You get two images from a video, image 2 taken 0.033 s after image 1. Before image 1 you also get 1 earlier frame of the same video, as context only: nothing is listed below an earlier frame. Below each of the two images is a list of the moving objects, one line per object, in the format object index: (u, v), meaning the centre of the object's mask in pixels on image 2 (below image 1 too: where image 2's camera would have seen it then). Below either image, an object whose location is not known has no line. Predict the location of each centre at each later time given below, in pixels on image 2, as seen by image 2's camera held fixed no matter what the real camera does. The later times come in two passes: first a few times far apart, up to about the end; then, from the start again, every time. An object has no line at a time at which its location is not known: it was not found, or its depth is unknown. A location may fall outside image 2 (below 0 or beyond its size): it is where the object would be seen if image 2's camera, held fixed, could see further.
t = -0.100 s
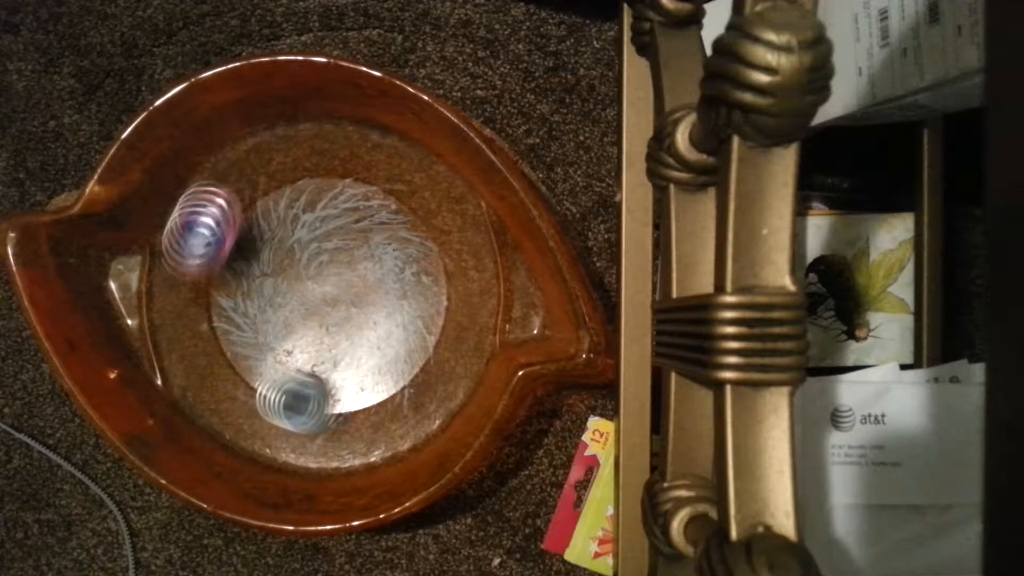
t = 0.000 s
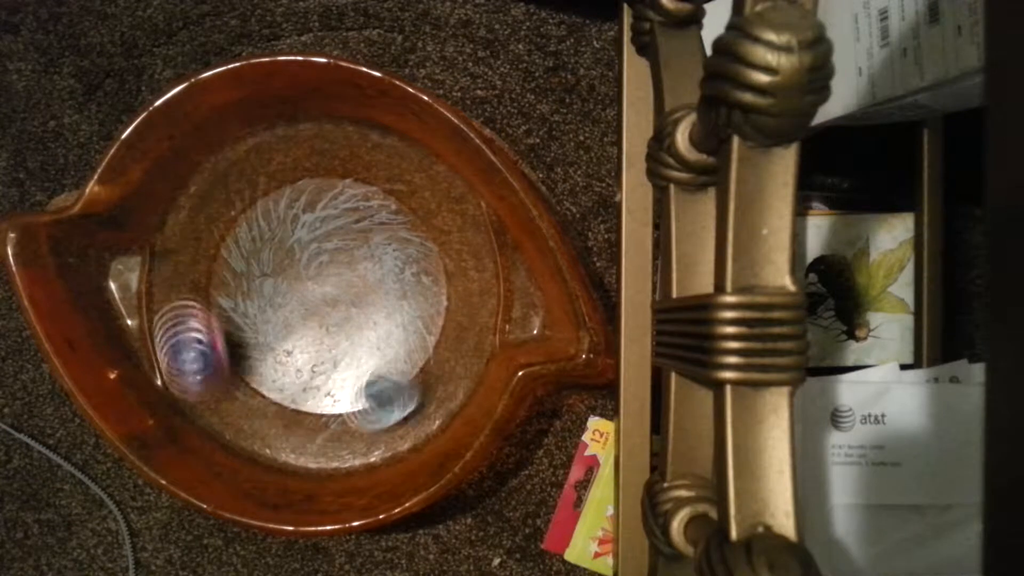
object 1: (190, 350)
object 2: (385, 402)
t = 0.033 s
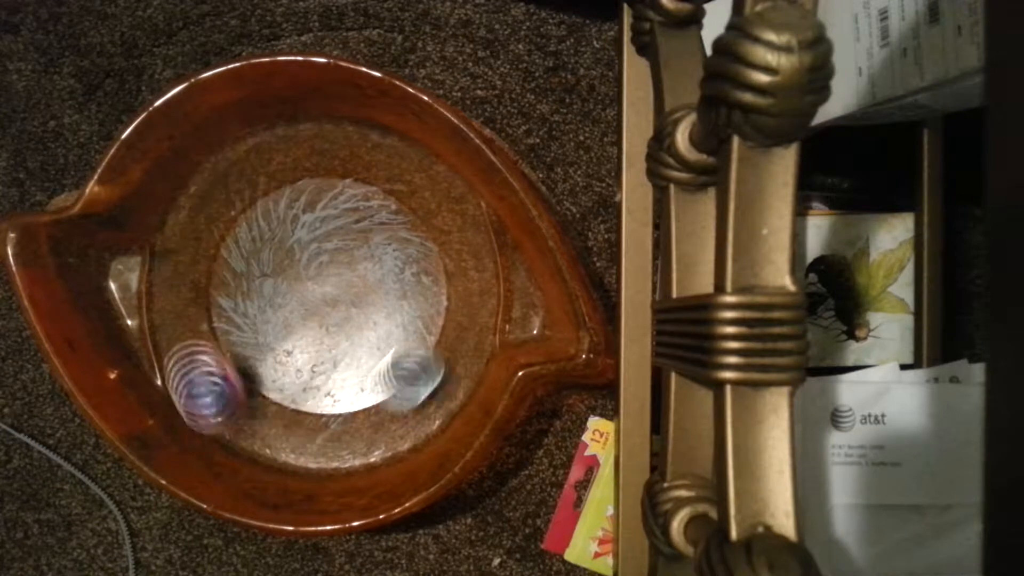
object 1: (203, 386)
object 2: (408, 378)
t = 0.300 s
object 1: (448, 375)
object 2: (300, 182)
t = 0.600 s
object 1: (294, 155)
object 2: (327, 413)
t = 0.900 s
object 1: (218, 397)
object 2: (362, 191)
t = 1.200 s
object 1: (432, 262)
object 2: (211, 325)
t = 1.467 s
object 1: (208, 234)
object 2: (428, 345)
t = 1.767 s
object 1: (392, 396)
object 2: (313, 192)
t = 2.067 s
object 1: (300, 182)
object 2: (236, 373)
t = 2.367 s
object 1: (289, 409)
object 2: (414, 336)
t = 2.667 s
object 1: (407, 218)
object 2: (316, 198)
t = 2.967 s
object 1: (247, 252)
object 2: (173, 354)
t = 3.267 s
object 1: (362, 247)
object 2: (403, 411)
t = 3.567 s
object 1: (241, 185)
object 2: (384, 206)
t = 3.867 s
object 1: (351, 345)
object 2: (217, 249)
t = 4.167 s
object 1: (411, 201)
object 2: (300, 399)
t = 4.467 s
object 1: (252, 285)
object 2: (401, 286)
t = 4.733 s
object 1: (365, 417)
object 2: (303, 189)
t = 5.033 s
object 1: (408, 248)
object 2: (236, 322)
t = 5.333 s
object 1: (213, 276)
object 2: (380, 379)
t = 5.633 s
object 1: (310, 430)
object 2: (394, 233)
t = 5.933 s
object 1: (378, 259)
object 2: (246, 236)
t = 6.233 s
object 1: (212, 240)
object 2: (276, 386)
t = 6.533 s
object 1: (316, 367)
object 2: (401, 332)
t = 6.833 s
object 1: (385, 300)
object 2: (360, 145)
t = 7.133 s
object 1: (309, 288)
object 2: (221, 241)
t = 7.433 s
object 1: (348, 344)
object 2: (242, 380)
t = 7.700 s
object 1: (426, 247)
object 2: (314, 382)
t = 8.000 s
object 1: (292, 222)
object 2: (328, 292)
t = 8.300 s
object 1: (225, 251)
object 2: (320, 312)
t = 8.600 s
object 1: (248, 318)
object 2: (329, 271)
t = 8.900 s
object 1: (319, 294)
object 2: (327, 217)
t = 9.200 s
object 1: (333, 274)
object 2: (289, 211)
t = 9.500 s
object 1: (372, 313)
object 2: (253, 251)
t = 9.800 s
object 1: (410, 284)
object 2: (283, 317)
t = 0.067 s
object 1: (227, 418)
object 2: (427, 348)
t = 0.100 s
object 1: (258, 437)
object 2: (437, 310)
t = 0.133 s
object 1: (293, 448)
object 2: (435, 270)
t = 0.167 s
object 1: (330, 449)
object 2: (421, 235)
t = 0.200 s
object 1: (367, 441)
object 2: (397, 208)
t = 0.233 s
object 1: (401, 425)
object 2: (368, 189)
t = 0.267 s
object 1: (427, 404)
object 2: (334, 181)
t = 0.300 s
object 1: (448, 375)
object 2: (300, 182)
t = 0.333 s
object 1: (469, 313)
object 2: (243, 214)
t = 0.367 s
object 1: (470, 278)
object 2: (223, 239)
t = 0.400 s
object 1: (465, 245)
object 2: (212, 268)
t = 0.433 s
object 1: (452, 212)
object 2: (208, 298)
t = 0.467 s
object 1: (430, 187)
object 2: (213, 330)
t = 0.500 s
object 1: (400, 168)
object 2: (227, 361)
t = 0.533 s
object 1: (366, 156)
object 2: (253, 389)
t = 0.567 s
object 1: (330, 151)
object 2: (287, 407)
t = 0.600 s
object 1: (294, 155)
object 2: (327, 413)
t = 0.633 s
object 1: (257, 167)
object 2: (369, 408)
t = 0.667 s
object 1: (224, 188)
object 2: (402, 383)
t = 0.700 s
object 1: (197, 215)
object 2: (422, 357)
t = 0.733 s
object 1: (177, 247)
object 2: (435, 325)
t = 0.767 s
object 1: (161, 282)
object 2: (439, 291)
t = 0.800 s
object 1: (154, 319)
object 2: (432, 257)
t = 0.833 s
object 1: (159, 354)
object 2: (418, 230)
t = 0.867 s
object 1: (184, 376)
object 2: (391, 207)
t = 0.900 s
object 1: (218, 397)
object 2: (362, 191)
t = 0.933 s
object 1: (251, 413)
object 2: (333, 182)
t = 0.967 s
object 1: (286, 423)
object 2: (307, 180)
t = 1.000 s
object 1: (323, 425)
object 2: (281, 185)
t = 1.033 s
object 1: (359, 419)
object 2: (259, 198)
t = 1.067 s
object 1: (391, 399)
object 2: (239, 218)
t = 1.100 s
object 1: (416, 372)
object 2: (224, 240)
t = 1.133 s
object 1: (430, 340)
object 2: (214, 266)
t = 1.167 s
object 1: (437, 300)
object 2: (207, 295)
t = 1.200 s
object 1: (432, 262)
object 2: (211, 325)
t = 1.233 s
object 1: (417, 228)
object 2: (225, 357)
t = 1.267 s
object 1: (390, 201)
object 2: (250, 385)
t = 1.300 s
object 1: (356, 184)
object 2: (281, 405)
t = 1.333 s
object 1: (321, 176)
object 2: (317, 413)
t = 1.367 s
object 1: (288, 176)
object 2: (354, 407)
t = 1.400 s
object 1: (254, 187)
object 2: (389, 393)
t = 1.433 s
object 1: (228, 206)
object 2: (412, 370)
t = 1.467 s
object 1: (208, 234)
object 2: (428, 345)
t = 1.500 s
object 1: (198, 266)
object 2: (436, 318)
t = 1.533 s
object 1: (195, 298)
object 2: (439, 291)
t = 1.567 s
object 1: (205, 336)
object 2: (435, 266)
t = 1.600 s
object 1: (222, 366)
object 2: (424, 243)
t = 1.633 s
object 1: (249, 392)
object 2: (408, 223)
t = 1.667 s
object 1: (282, 408)
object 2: (388, 207)
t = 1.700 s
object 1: (319, 415)
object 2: (364, 197)
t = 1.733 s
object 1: (361, 411)
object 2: (339, 192)
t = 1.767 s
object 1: (392, 396)
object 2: (313, 192)
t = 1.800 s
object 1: (418, 368)
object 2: (289, 197)
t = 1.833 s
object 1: (432, 343)
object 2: (266, 209)
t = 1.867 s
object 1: (436, 304)
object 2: (247, 225)
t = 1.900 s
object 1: (433, 266)
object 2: (231, 245)
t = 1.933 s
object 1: (419, 233)
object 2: (219, 269)
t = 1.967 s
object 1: (396, 206)
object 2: (214, 296)
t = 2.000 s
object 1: (368, 190)
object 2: (209, 321)
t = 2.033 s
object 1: (333, 179)
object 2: (221, 347)
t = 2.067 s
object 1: (300, 182)
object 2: (236, 373)
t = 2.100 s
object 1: (269, 192)
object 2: (262, 394)
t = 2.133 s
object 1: (240, 210)
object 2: (289, 407)
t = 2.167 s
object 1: (219, 237)
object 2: (318, 413)
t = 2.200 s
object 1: (206, 269)
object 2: (347, 411)
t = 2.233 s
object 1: (203, 300)
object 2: (372, 405)
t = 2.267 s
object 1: (210, 337)
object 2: (391, 394)
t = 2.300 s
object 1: (227, 367)
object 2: (404, 378)
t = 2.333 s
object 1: (255, 392)
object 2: (410, 358)
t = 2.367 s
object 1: (289, 409)
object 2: (414, 336)
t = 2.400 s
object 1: (323, 413)
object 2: (416, 312)
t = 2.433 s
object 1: (363, 409)
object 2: (414, 289)
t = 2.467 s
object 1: (392, 393)
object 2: (409, 267)
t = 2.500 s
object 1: (414, 368)
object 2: (400, 247)
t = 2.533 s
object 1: (429, 342)
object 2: (388, 231)
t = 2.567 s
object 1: (436, 314)
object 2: (373, 217)
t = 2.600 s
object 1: (435, 276)
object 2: (355, 208)
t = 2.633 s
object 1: (427, 247)
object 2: (336, 202)
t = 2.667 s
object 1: (407, 218)
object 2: (316, 198)
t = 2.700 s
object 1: (385, 198)
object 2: (297, 198)
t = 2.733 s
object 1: (358, 186)
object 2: (278, 201)
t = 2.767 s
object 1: (327, 178)
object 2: (261, 209)
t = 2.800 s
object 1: (303, 178)
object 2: (227, 224)
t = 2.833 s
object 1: (291, 184)
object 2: (180, 252)
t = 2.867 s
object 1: (276, 195)
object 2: (143, 282)
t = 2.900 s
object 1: (263, 210)
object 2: (130, 314)
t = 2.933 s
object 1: (251, 232)
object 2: (146, 336)
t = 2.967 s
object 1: (247, 252)
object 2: (173, 354)
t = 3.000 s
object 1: (247, 276)
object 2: (200, 374)
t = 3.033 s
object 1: (253, 300)
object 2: (228, 393)
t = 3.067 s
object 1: (265, 320)
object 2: (257, 407)
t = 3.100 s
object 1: (283, 336)
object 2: (283, 411)
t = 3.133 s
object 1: (306, 333)
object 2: (314, 428)
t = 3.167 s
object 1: (330, 310)
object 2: (337, 446)
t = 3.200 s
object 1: (343, 292)
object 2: (363, 446)
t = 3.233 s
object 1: (354, 272)
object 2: (384, 432)
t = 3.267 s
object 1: (362, 247)
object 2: (403, 411)
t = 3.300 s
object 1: (365, 225)
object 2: (419, 390)
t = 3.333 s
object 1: (364, 206)
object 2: (430, 362)
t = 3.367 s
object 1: (359, 185)
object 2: (437, 335)
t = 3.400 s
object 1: (346, 175)
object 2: (439, 305)
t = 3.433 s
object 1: (330, 166)
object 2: (436, 278)
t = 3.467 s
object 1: (310, 160)
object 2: (428, 256)
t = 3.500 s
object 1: (287, 159)
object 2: (417, 236)
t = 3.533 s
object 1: (263, 167)
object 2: (402, 220)
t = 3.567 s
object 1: (241, 185)
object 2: (384, 206)
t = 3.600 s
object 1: (228, 207)
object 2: (365, 196)
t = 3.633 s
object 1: (223, 235)
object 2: (345, 188)
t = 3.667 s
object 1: (228, 260)
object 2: (325, 183)
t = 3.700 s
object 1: (238, 287)
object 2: (304, 182)
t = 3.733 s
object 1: (254, 308)
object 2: (284, 185)
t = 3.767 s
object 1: (276, 325)
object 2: (263, 195)
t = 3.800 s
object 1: (299, 337)
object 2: (245, 211)
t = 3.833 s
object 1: (327, 343)
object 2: (230, 230)
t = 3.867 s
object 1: (351, 345)
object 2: (217, 249)
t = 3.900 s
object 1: (376, 345)
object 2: (209, 270)
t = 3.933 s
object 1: (400, 337)
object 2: (205, 294)
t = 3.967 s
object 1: (417, 324)
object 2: (211, 321)
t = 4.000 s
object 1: (433, 310)
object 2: (219, 342)
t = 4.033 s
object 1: (440, 288)
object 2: (230, 361)
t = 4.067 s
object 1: (440, 265)
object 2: (245, 376)
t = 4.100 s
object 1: (435, 242)
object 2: (262, 388)
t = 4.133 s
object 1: (426, 220)
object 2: (281, 395)
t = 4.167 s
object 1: (411, 201)
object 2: (300, 399)
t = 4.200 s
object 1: (392, 186)
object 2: (321, 398)
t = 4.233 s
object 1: (369, 181)
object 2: (339, 394)
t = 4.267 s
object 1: (342, 180)
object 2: (360, 386)
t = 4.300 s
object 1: (319, 184)
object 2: (376, 372)
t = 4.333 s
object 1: (296, 197)
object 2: (386, 359)
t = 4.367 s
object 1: (279, 213)
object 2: (393, 340)
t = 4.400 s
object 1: (267, 234)
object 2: (398, 324)
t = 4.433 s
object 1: (258, 260)
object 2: (402, 305)
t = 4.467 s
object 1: (252, 285)
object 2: (401, 286)
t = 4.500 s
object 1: (251, 314)
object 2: (397, 266)
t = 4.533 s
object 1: (255, 336)
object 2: (392, 247)
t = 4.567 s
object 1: (266, 362)
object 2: (383, 231)
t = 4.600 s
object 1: (280, 385)
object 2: (371, 216)
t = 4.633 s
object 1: (299, 405)
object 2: (357, 205)
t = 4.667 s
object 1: (317, 415)
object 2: (340, 196)
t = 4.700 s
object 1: (339, 417)
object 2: (322, 191)
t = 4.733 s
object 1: (365, 417)
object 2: (303, 189)
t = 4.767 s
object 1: (389, 409)
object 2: (284, 191)
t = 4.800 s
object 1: (407, 398)
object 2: (268, 198)
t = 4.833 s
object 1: (423, 378)
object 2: (252, 209)
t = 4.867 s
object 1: (434, 356)
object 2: (241, 222)
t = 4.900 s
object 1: (437, 335)
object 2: (232, 239)
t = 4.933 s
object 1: (438, 311)
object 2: (231, 260)
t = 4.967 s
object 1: (433, 285)
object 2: (228, 281)
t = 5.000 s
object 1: (423, 265)
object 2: (230, 302)
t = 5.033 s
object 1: (408, 248)
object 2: (236, 322)
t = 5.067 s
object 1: (389, 235)
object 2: (244, 341)
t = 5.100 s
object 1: (368, 226)
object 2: (256, 358)
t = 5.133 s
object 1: (344, 221)
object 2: (271, 373)
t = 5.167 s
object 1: (319, 221)
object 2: (288, 382)
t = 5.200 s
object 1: (296, 224)
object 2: (304, 389)
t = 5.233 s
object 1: (271, 232)
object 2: (324, 393)
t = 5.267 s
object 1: (250, 244)
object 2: (340, 393)
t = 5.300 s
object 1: (230, 259)
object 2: (362, 388)
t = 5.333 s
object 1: (213, 276)
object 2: (380, 379)
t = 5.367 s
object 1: (202, 297)
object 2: (392, 369)
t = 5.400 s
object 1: (203, 324)
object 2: (401, 357)
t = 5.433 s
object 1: (206, 350)
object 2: (407, 342)
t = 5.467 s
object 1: (212, 375)
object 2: (412, 323)
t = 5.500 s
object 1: (223, 397)
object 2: (416, 304)
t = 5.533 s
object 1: (240, 413)
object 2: (415, 284)
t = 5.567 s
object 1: (262, 425)
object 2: (411, 266)
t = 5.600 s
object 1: (286, 430)
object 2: (404, 248)
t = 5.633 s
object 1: (310, 430)
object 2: (394, 233)
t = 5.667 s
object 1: (334, 423)
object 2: (381, 220)
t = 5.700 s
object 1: (358, 411)
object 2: (365, 210)
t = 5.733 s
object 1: (376, 392)
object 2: (348, 204)
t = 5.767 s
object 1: (388, 370)
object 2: (330, 201)
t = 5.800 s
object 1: (393, 346)
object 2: (311, 201)
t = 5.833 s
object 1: (394, 322)
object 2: (294, 205)
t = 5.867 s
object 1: (393, 301)
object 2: (276, 213)
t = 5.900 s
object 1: (388, 278)
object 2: (260, 223)
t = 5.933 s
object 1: (378, 259)
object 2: (246, 236)
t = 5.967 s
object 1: (366, 240)
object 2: (235, 252)
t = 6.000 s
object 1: (352, 225)
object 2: (227, 270)
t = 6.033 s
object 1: (332, 211)
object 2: (224, 290)
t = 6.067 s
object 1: (311, 198)
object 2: (227, 311)
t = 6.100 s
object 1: (290, 190)
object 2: (231, 329)
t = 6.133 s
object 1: (268, 189)
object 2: (238, 346)
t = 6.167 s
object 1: (248, 201)
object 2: (248, 362)
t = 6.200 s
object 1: (228, 221)
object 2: (261, 376)
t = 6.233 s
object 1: (212, 240)
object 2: (276, 386)
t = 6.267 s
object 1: (202, 262)
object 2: (293, 391)
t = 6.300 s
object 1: (198, 286)
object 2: (310, 394)
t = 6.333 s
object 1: (201, 311)
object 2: (327, 394)
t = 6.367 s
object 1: (214, 334)
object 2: (343, 391)
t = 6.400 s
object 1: (231, 353)
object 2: (361, 385)
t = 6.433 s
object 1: (248, 365)
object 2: (378, 375)
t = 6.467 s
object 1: (269, 372)
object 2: (387, 364)
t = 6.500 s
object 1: (291, 372)
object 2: (397, 347)
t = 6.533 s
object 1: (316, 367)
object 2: (401, 332)
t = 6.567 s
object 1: (338, 359)
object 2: (403, 314)
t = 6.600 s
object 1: (356, 348)
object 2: (403, 296)
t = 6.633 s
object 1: (370, 336)
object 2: (401, 277)
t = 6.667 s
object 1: (374, 334)
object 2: (404, 244)
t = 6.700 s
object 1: (378, 333)
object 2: (406, 211)
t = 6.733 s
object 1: (382, 326)
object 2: (399, 187)
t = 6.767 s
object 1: (386, 317)
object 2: (388, 170)
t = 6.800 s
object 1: (387, 308)
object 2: (375, 156)
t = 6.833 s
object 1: (385, 300)
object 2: (360, 145)
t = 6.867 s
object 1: (382, 293)
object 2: (341, 141)
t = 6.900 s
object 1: (376, 287)
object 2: (320, 142)
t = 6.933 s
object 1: (368, 281)
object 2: (299, 146)
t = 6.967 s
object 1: (358, 279)
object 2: (279, 153)
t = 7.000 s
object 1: (348, 278)
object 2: (261, 164)
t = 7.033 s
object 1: (338, 279)
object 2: (245, 179)
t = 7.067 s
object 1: (328, 281)
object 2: (233, 197)
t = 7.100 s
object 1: (318, 284)
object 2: (225, 217)
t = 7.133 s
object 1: (309, 288)
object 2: (221, 241)
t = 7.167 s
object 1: (300, 293)
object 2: (225, 267)
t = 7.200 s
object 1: (292, 299)
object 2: (224, 286)
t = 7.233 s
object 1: (292, 308)
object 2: (218, 304)
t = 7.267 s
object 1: (294, 318)
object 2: (213, 319)
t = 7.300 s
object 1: (297, 327)
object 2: (213, 333)
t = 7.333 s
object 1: (301, 334)
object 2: (223, 346)
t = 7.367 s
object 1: (307, 340)
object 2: (238, 358)
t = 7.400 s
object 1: (324, 344)
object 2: (250, 370)
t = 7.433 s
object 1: (348, 344)
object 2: (242, 380)
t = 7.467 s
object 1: (368, 341)
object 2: (241, 385)
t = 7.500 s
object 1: (386, 336)
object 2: (245, 390)
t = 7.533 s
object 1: (399, 326)
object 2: (251, 394)
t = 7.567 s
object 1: (412, 314)
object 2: (262, 397)
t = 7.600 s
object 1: (422, 299)
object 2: (279, 396)
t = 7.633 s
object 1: (430, 285)
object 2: (294, 395)
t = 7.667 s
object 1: (433, 268)
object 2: (305, 389)
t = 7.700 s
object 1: (426, 247)
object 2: (314, 382)
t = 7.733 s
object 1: (414, 231)
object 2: (319, 373)
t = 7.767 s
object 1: (402, 214)
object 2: (325, 364)
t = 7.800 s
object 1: (387, 204)
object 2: (331, 351)
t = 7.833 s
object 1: (372, 198)
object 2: (333, 339)
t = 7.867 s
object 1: (354, 197)
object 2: (333, 328)
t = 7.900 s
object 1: (336, 200)
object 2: (333, 313)
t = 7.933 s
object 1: (319, 206)
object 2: (331, 301)
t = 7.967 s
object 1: (304, 219)
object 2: (327, 289)
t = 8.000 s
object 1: (292, 222)
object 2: (328, 292)
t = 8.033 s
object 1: (276, 206)
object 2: (332, 312)
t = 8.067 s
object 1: (263, 197)
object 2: (334, 327)
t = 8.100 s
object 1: (253, 195)
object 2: (334, 333)
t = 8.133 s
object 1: (247, 202)
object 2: (333, 336)
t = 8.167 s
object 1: (242, 211)
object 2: (331, 336)
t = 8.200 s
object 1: (238, 224)
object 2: (329, 332)
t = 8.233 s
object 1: (234, 233)
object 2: (328, 327)
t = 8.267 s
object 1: (228, 242)
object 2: (325, 320)
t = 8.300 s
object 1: (225, 251)
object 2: (320, 312)
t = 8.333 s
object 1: (225, 261)
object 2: (315, 304)
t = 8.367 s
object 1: (227, 272)
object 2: (307, 295)
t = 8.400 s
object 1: (230, 281)
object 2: (305, 289)
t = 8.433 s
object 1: (227, 289)
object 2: (311, 287)
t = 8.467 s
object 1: (226, 296)
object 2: (319, 285)
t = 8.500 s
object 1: (228, 302)
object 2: (324, 283)
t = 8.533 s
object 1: (232, 308)
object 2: (328, 278)
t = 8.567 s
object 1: (239, 314)
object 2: (329, 275)
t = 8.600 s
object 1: (248, 318)
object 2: (329, 271)
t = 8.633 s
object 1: (257, 320)
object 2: (330, 267)
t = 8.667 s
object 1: (269, 321)
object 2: (330, 264)
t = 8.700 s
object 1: (280, 318)
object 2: (329, 260)
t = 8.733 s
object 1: (290, 314)
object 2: (327, 256)
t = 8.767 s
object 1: (298, 311)
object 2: (326, 249)
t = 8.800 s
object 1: (304, 309)
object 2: (329, 239)
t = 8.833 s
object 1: (311, 304)
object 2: (330, 231)
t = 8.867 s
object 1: (316, 299)
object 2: (328, 223)
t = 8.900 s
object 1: (319, 294)
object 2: (327, 217)
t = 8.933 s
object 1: (323, 288)
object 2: (325, 213)
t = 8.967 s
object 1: (326, 282)
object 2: (322, 210)
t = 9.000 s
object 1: (327, 278)
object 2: (315, 208)
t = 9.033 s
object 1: (328, 274)
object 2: (312, 208)
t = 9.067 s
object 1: (328, 270)
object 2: (308, 209)
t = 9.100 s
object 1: (330, 270)
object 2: (305, 209)
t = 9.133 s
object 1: (331, 271)
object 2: (299, 208)
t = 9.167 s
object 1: (332, 272)
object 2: (294, 208)
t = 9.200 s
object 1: (333, 274)
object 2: (289, 211)
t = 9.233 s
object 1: (334, 275)
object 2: (284, 215)
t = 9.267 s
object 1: (335, 277)
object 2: (283, 221)
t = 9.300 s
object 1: (336, 279)
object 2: (283, 230)
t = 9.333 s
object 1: (337, 280)
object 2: (283, 237)
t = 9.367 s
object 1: (337, 282)
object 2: (282, 245)
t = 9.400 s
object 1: (340, 286)
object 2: (278, 251)
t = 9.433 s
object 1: (354, 299)
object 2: (265, 248)
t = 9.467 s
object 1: (362, 305)
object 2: (258, 248)
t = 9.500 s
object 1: (372, 313)
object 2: (253, 251)
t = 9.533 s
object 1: (380, 318)
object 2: (249, 257)
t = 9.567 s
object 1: (392, 320)
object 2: (248, 266)
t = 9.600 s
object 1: (401, 319)
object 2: (248, 275)
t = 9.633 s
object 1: (410, 315)
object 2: (249, 284)
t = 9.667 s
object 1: (416, 308)
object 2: (253, 293)
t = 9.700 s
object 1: (418, 302)
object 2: (258, 301)
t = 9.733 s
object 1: (418, 295)
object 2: (265, 307)
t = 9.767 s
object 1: (415, 289)
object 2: (273, 313)
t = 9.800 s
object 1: (410, 284)
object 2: (283, 317)
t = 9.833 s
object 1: (401, 279)
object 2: (292, 319)
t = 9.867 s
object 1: (389, 277)
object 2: (301, 320)
